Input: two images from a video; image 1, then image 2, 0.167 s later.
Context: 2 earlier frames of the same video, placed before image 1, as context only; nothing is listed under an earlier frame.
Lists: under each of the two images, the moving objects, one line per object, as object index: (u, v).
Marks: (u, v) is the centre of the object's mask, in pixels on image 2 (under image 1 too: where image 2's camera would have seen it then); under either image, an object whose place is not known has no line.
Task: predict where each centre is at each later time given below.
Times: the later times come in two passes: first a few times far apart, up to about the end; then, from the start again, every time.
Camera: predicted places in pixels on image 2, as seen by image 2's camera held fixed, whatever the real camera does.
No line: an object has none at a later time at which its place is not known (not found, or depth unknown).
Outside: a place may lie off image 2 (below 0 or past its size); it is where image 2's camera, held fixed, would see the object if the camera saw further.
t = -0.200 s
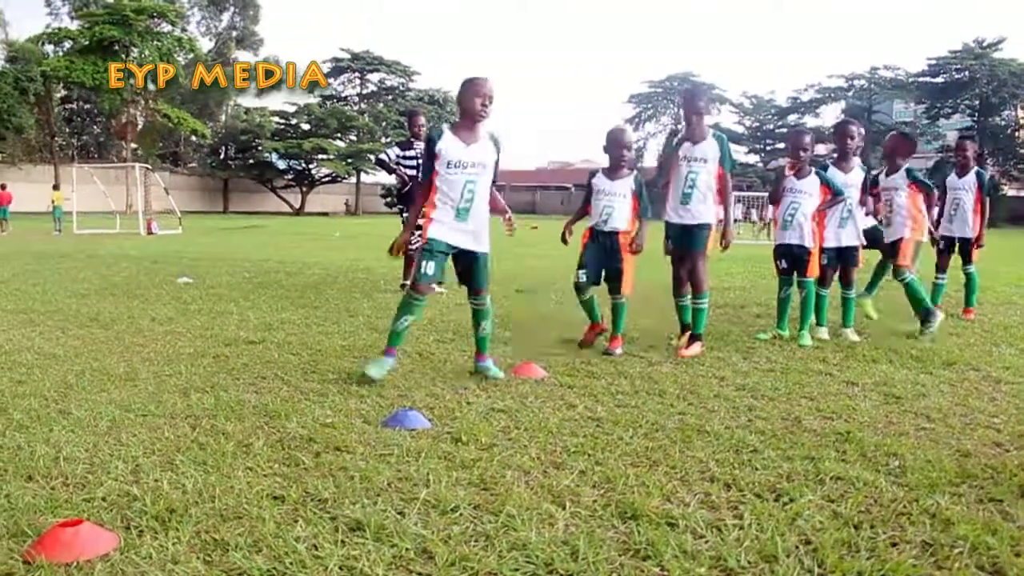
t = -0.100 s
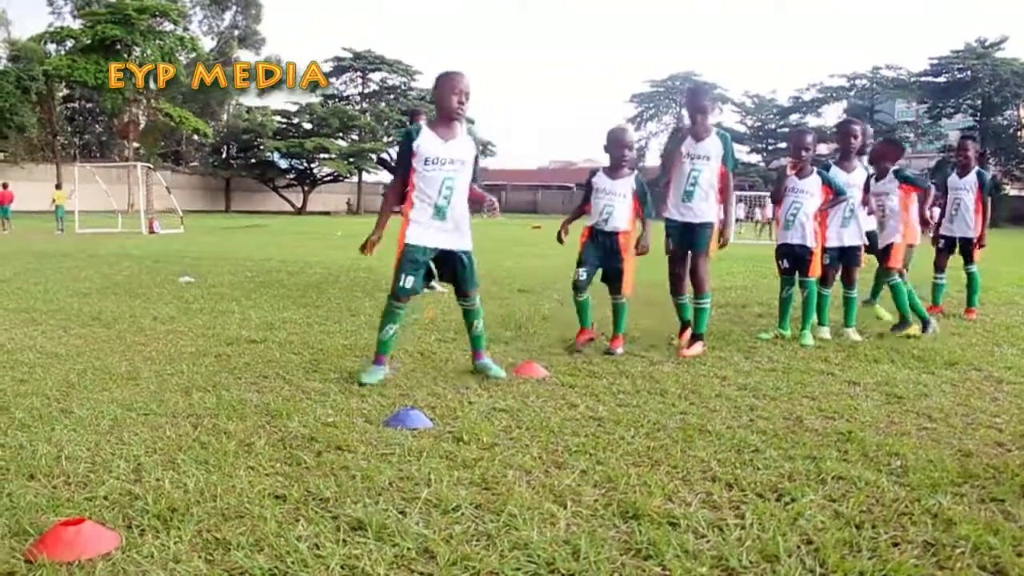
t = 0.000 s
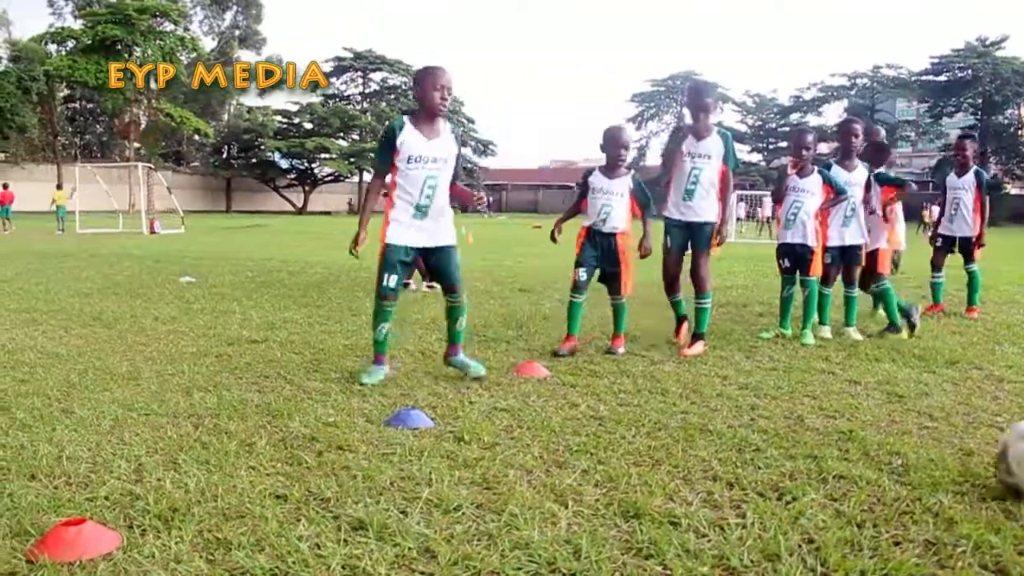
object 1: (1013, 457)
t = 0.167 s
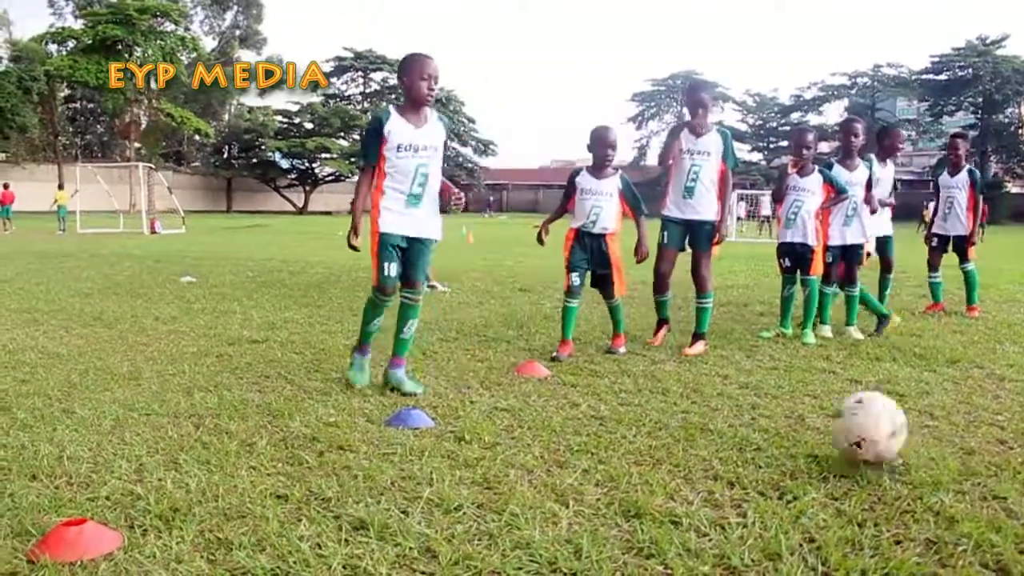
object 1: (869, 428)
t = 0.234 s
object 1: (816, 430)
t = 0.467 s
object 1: (659, 413)
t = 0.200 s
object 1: (843, 429)
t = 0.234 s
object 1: (816, 430)
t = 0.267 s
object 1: (791, 426)
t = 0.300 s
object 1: (768, 423)
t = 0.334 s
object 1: (745, 420)
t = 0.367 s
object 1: (724, 418)
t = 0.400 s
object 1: (701, 416)
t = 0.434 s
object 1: (682, 413)
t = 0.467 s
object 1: (659, 413)
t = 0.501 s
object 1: (641, 411)
